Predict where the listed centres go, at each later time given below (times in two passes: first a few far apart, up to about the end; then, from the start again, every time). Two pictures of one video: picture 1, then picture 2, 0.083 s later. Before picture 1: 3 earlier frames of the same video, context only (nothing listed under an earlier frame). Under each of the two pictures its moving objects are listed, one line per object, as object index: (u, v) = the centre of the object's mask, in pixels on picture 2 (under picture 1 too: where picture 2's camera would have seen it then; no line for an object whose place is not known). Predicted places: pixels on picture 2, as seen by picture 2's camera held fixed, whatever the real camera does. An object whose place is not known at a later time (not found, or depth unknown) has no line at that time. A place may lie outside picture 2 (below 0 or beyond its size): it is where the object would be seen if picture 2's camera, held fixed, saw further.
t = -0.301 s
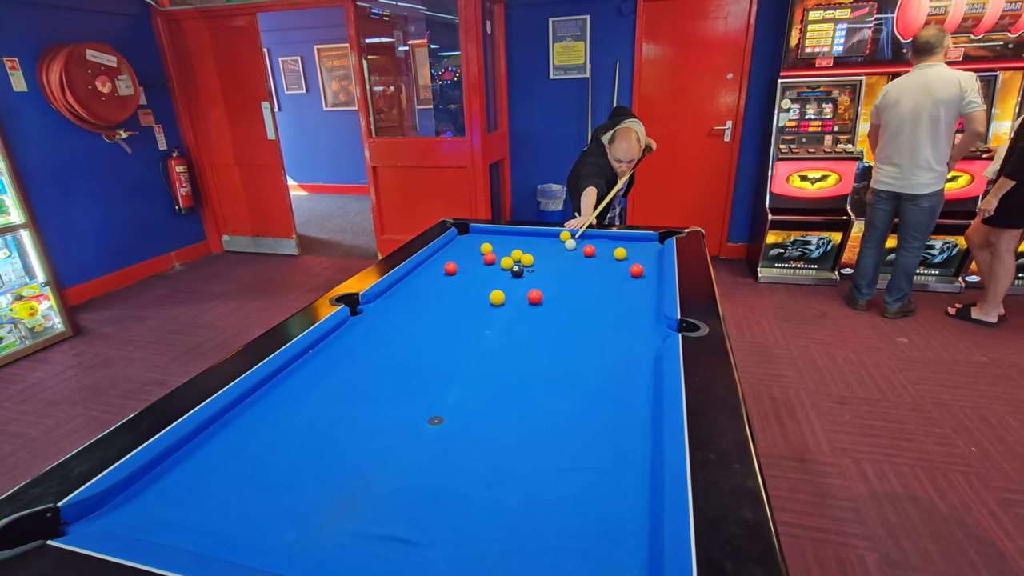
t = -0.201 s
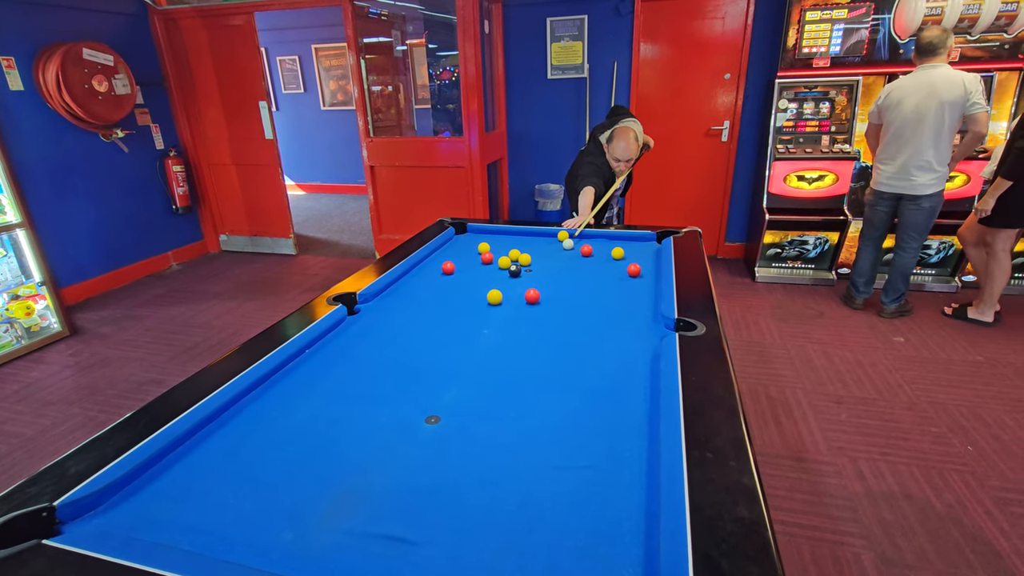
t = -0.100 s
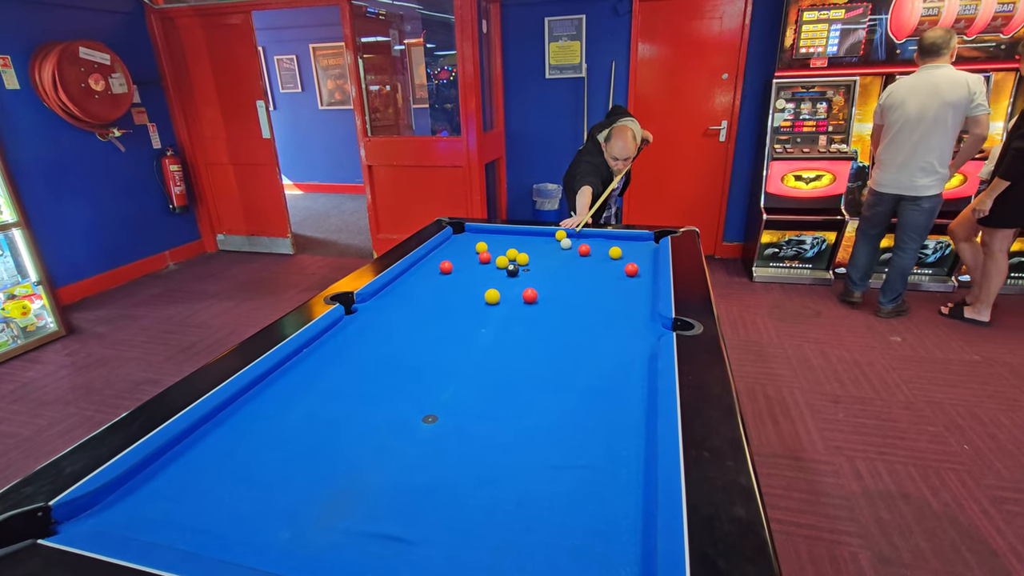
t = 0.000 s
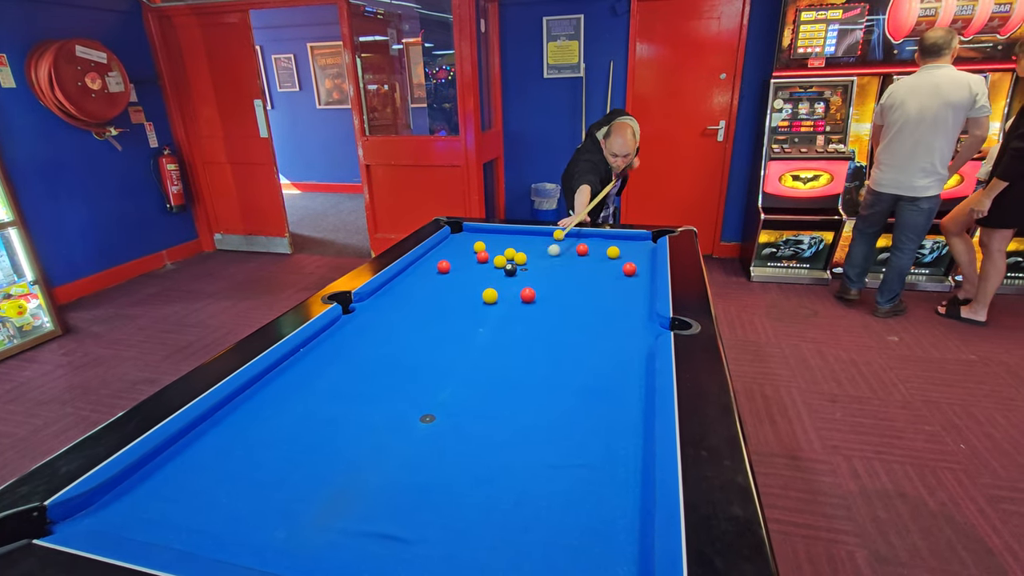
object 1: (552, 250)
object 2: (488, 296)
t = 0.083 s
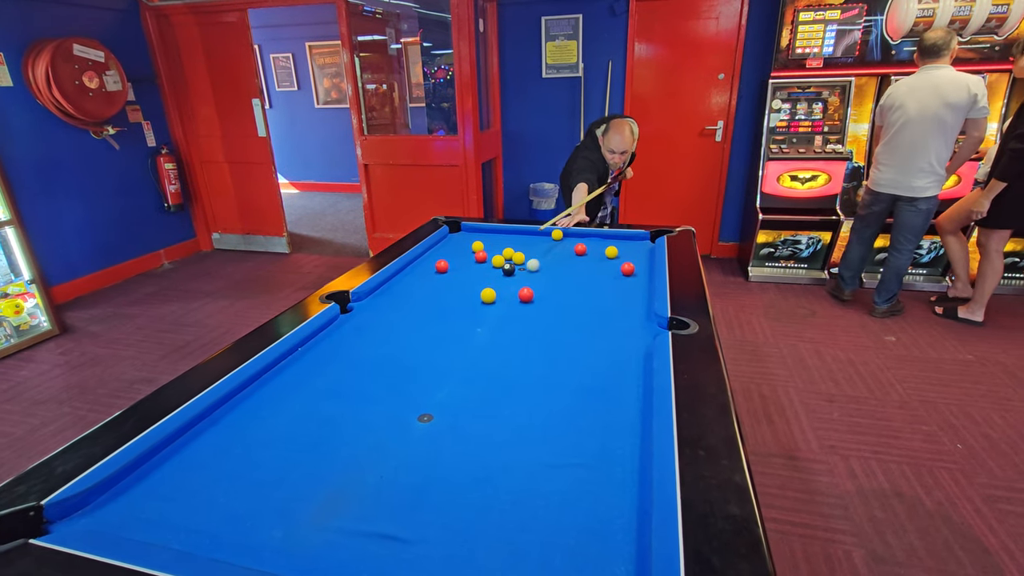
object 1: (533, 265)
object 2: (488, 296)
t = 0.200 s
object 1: (501, 290)
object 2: (488, 296)
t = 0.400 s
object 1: (517, 311)
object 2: (413, 324)
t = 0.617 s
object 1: (533, 341)
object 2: (325, 357)
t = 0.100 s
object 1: (529, 268)
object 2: (488, 296)
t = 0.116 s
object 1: (525, 272)
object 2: (488, 296)
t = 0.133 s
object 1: (520, 275)
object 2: (488, 295)
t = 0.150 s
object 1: (515, 278)
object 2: (488, 296)
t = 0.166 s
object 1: (511, 282)
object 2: (488, 296)
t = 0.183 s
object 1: (506, 286)
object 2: (488, 296)
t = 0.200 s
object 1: (501, 290)
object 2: (488, 296)
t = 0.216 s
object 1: (501, 292)
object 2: (484, 297)
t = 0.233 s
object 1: (503, 293)
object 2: (476, 300)
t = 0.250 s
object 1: (506, 295)
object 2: (469, 302)
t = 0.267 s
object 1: (507, 296)
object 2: (463, 305)
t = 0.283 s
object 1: (509, 298)
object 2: (456, 307)
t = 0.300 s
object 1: (511, 299)
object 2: (450, 310)
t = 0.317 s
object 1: (512, 301)
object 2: (443, 312)
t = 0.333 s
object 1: (513, 303)
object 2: (437, 314)
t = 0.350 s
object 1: (514, 305)
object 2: (431, 317)
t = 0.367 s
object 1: (515, 307)
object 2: (425, 319)
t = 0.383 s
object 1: (516, 309)
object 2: (419, 321)
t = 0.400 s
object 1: (517, 311)
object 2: (413, 324)
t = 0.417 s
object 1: (518, 313)
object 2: (407, 326)
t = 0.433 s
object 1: (520, 315)
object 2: (401, 328)
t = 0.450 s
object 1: (521, 318)
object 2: (394, 330)
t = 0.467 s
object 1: (522, 319)
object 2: (388, 333)
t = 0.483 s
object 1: (523, 322)
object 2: (381, 335)
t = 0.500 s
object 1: (524, 324)
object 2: (375, 338)
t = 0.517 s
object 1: (526, 326)
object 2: (368, 340)
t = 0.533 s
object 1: (527, 329)
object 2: (361, 343)
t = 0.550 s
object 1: (528, 331)
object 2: (354, 346)
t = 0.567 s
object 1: (529, 333)
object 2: (347, 349)
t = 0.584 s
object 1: (531, 336)
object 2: (340, 351)
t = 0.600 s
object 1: (532, 339)
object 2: (332, 354)
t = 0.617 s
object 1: (533, 341)
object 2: (325, 357)
